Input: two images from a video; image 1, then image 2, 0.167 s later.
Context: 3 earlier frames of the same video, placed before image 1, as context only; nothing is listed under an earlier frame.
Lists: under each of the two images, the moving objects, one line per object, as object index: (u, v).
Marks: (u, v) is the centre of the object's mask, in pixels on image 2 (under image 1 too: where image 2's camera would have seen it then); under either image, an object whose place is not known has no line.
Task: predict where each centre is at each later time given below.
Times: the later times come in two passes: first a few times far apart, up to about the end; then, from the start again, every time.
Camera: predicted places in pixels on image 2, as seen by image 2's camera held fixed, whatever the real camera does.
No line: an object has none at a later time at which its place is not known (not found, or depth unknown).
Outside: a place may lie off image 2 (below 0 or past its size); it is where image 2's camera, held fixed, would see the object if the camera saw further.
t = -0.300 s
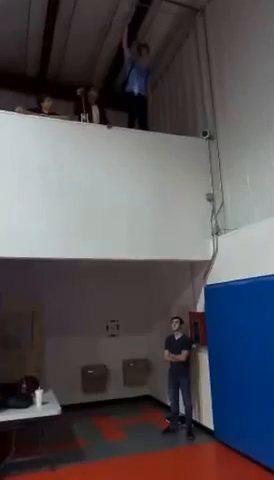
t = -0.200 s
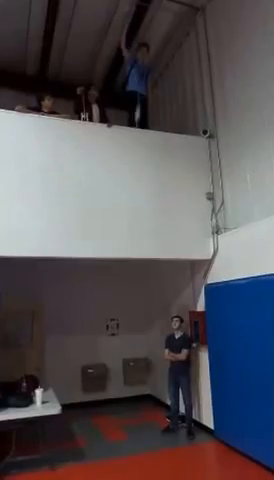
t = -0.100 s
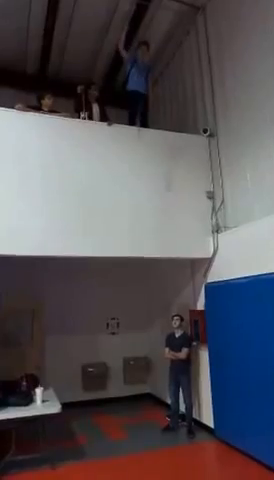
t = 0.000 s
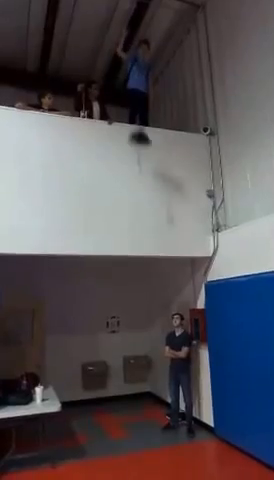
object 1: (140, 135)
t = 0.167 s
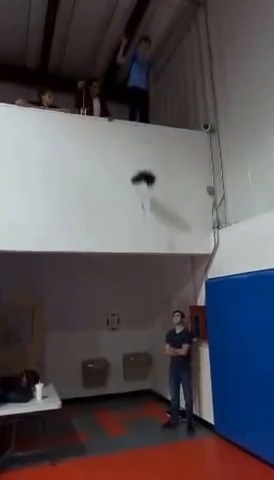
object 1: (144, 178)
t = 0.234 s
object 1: (146, 194)
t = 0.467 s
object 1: (159, 242)
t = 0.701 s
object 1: (168, 288)
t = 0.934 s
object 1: (167, 346)
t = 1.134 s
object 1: (167, 398)
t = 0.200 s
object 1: (145, 186)
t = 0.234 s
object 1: (146, 194)
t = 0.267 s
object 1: (148, 201)
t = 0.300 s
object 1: (150, 209)
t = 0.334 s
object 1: (152, 216)
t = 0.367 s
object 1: (153, 223)
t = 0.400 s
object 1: (155, 230)
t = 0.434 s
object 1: (157, 236)
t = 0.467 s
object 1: (159, 242)
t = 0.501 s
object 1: (161, 248)
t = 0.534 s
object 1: (163, 253)
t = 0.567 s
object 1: (168, 259)
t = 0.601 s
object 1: (170, 266)
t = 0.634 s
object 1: (168, 271)
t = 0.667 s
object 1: (167, 279)
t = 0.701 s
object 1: (168, 288)
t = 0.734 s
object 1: (169, 296)
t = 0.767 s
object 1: (170, 304)
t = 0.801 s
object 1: (171, 312)
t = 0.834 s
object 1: (170, 319)
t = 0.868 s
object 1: (168, 327)
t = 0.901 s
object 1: (172, 337)
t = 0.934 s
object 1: (167, 346)
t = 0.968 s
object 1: (166, 356)
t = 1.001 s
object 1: (166, 363)
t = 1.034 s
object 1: (167, 373)
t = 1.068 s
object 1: (167, 381)
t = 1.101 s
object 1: (167, 389)
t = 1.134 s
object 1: (167, 398)
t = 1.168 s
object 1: (167, 405)
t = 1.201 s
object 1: (168, 418)
